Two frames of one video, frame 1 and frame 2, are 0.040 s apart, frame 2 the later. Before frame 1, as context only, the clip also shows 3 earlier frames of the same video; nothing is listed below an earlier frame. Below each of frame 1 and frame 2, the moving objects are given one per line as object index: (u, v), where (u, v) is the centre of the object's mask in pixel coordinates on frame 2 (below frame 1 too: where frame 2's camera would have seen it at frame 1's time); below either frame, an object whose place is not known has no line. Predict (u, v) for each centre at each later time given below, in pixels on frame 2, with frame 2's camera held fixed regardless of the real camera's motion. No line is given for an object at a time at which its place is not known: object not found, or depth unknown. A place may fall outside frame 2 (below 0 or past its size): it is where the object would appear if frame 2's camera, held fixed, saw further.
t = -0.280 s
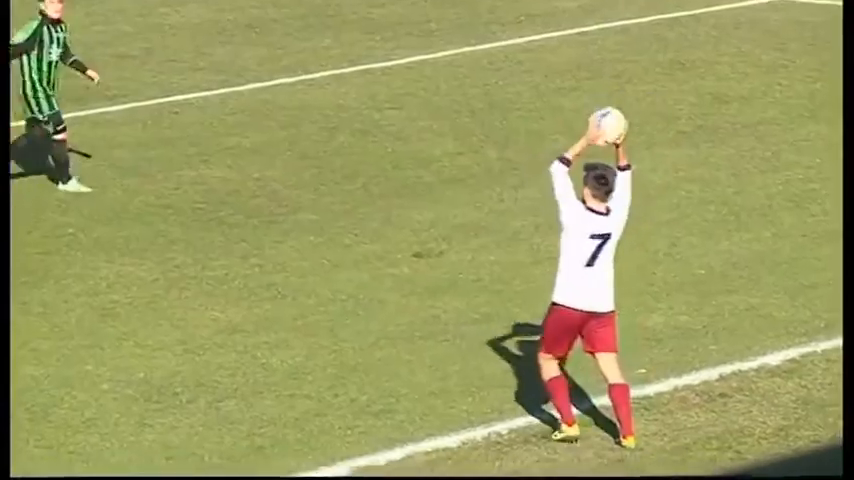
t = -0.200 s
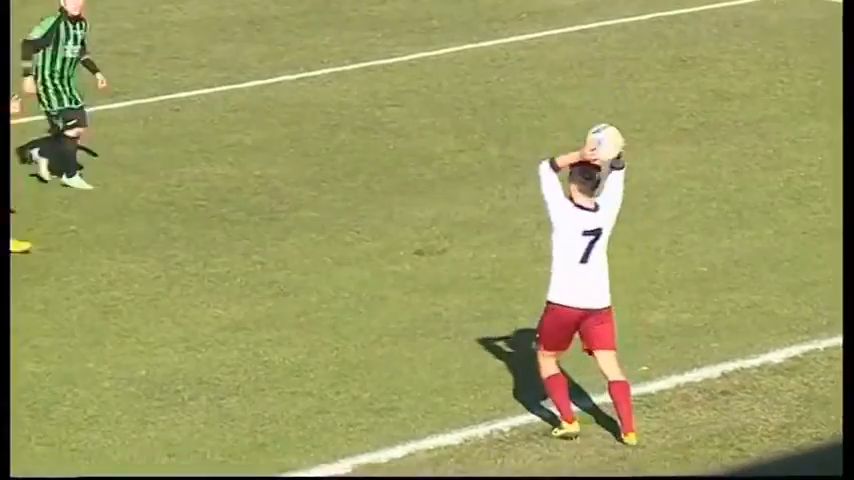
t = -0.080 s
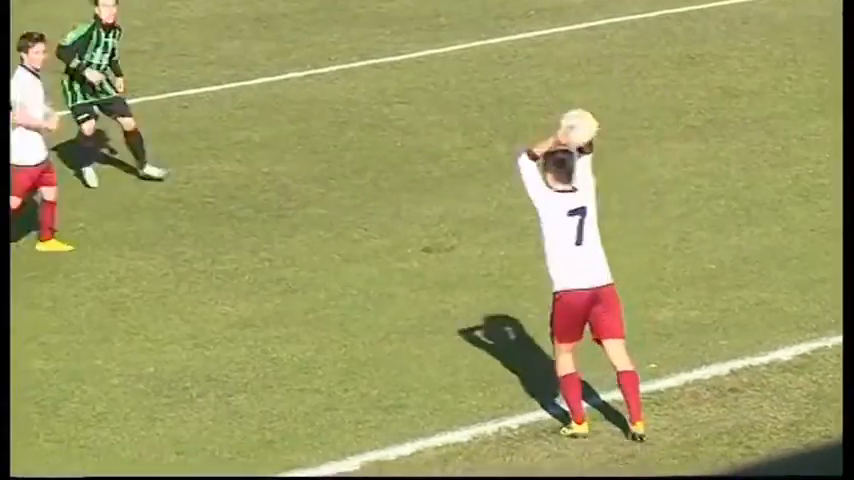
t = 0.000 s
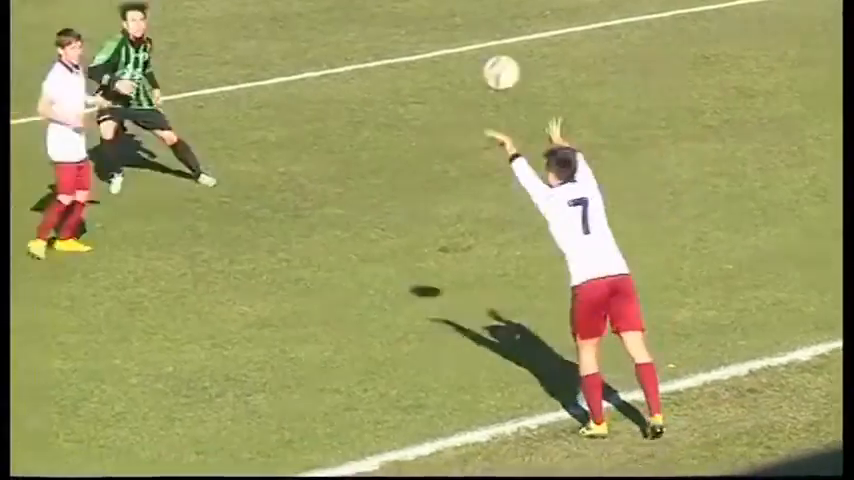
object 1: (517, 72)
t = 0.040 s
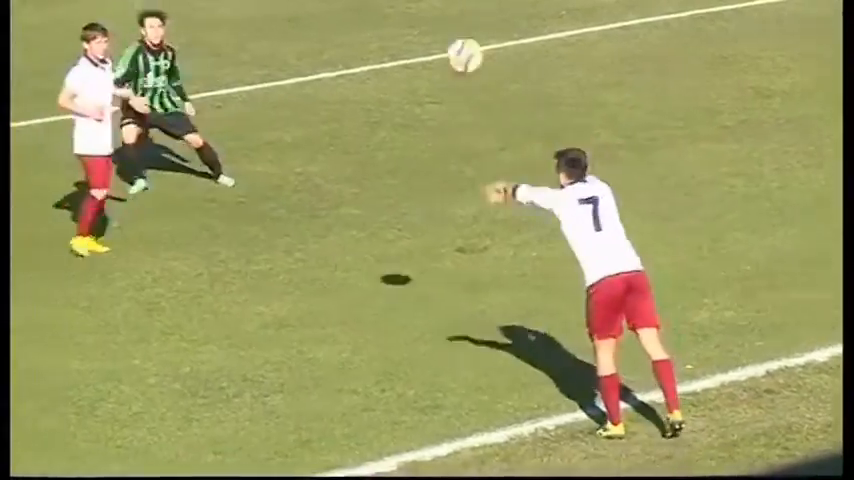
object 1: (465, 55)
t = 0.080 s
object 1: (414, 41)
